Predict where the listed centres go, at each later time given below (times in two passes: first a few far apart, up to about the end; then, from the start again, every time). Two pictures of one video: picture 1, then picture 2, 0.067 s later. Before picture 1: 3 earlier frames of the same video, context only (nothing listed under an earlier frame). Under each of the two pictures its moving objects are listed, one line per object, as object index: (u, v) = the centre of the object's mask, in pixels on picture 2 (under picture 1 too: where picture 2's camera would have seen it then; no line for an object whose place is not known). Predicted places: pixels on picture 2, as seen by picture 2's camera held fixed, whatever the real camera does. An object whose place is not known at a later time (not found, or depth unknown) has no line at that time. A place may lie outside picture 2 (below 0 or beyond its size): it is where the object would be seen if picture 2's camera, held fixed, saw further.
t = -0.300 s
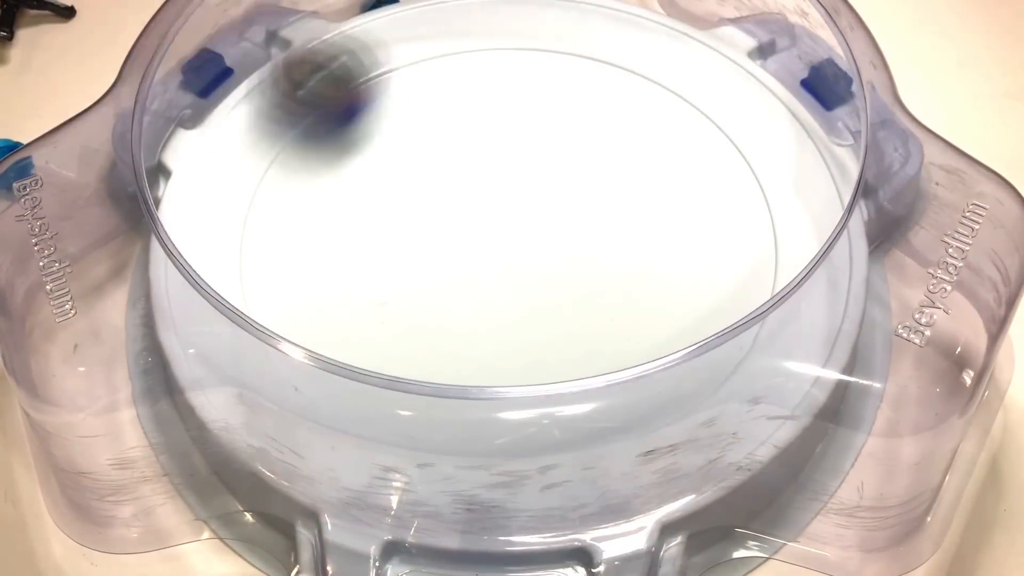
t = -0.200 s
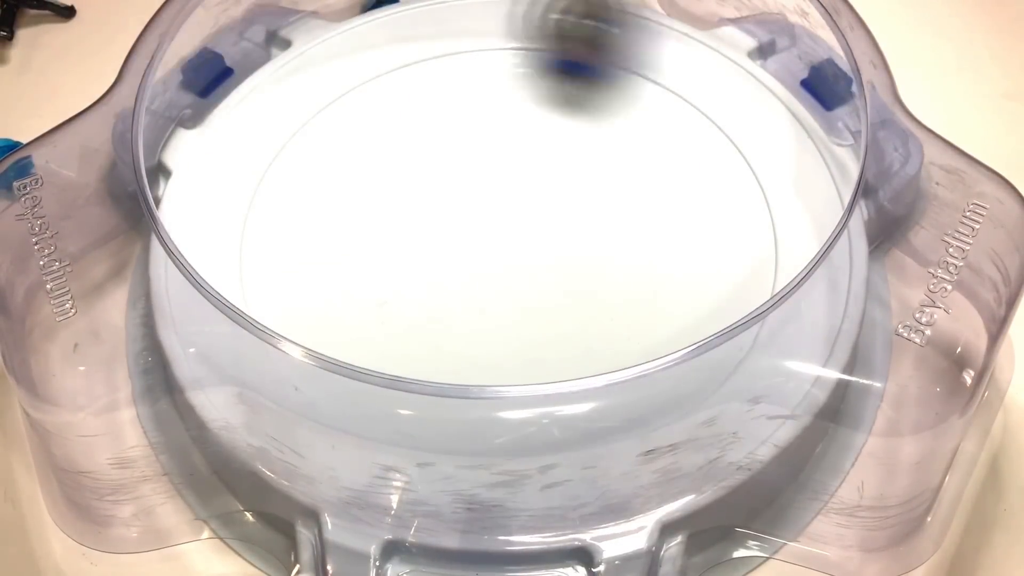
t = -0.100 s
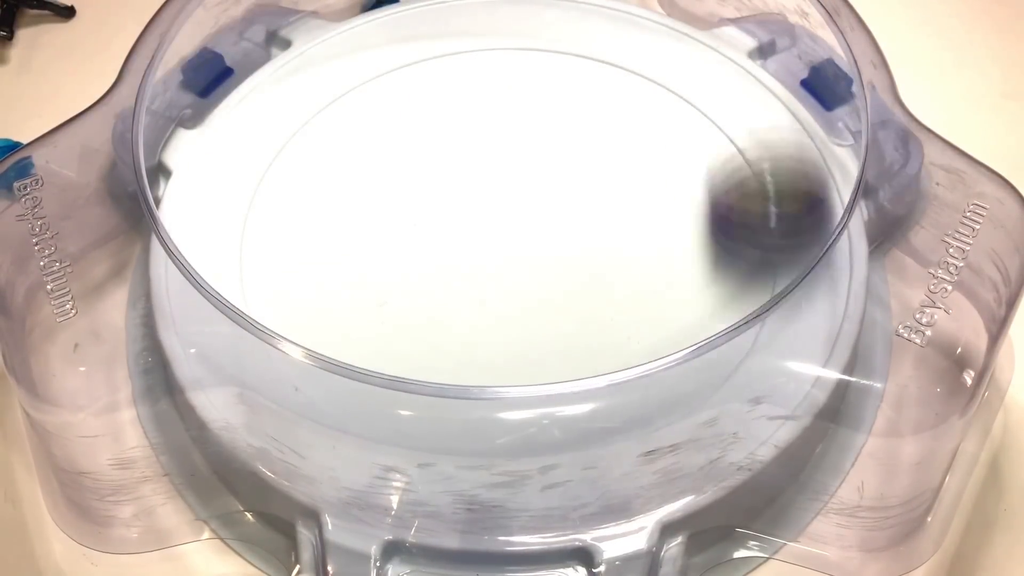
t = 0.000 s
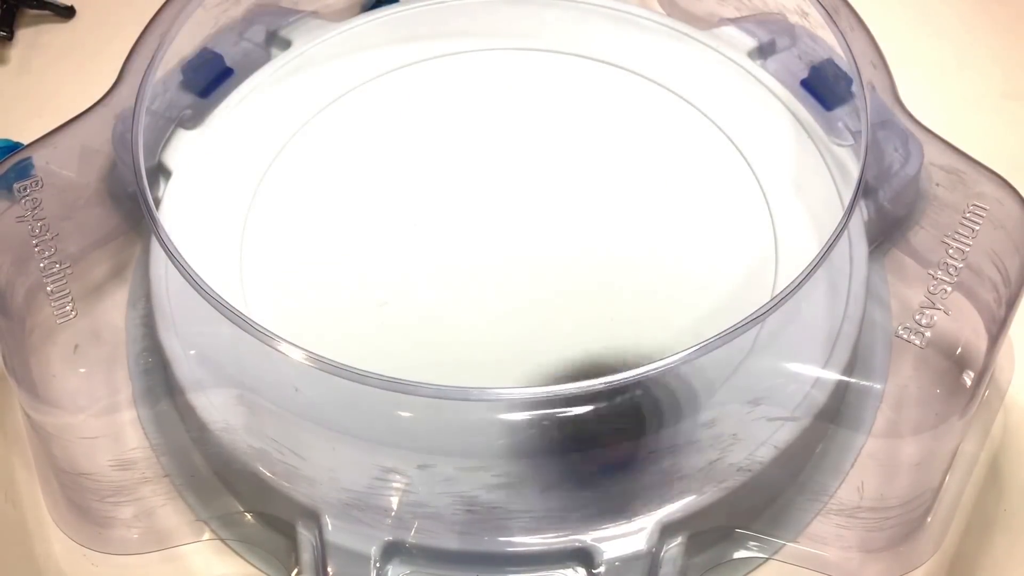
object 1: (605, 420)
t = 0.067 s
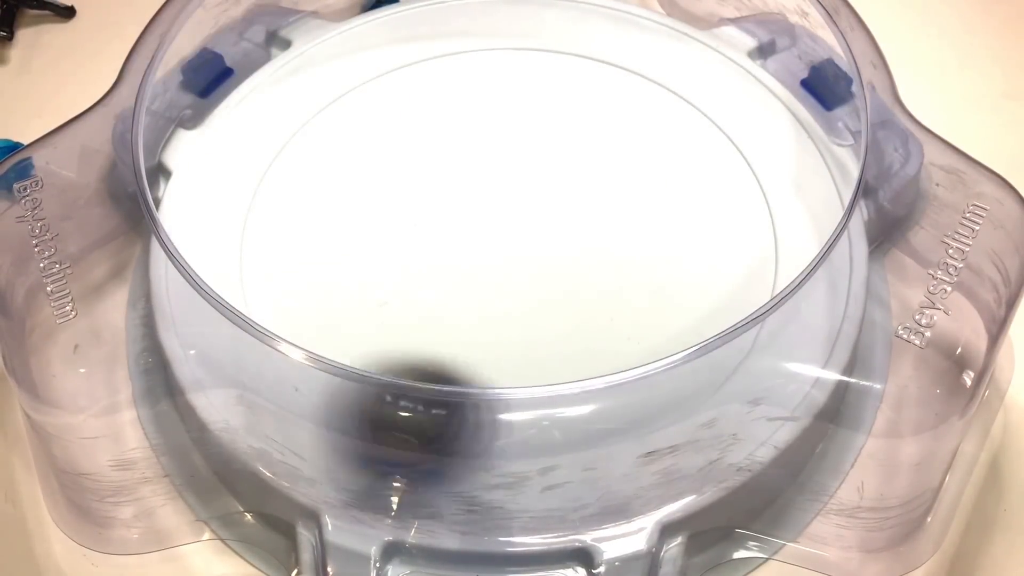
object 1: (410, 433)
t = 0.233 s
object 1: (251, 175)
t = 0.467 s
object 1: (684, 70)
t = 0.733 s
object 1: (413, 417)
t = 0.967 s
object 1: (301, 162)
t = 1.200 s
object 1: (589, 69)
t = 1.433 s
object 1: (765, 240)
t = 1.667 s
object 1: (488, 421)
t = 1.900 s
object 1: (298, 209)
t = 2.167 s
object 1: (484, 36)
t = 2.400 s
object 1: (713, 146)
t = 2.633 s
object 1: (602, 357)
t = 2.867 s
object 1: (329, 319)
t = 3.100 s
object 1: (335, 151)
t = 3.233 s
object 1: (467, 109)
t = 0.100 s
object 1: (338, 386)
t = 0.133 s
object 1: (287, 340)
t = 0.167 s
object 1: (264, 284)
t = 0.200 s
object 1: (242, 237)
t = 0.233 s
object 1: (251, 175)
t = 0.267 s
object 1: (277, 130)
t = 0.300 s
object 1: (321, 85)
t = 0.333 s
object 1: (384, 48)
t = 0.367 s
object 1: (453, 31)
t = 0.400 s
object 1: (532, 29)
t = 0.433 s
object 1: (605, 37)
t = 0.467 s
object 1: (684, 70)
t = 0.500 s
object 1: (738, 124)
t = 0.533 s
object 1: (770, 194)
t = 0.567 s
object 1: (766, 265)
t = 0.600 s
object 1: (731, 341)
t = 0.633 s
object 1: (657, 397)
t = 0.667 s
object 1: (570, 435)
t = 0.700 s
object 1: (486, 432)
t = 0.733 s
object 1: (413, 417)
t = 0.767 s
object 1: (353, 397)
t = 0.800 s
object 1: (308, 360)
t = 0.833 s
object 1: (280, 318)
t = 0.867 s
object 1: (266, 269)
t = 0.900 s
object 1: (264, 231)
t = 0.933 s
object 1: (276, 195)
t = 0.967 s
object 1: (301, 162)
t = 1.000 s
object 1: (335, 135)
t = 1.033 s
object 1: (374, 112)
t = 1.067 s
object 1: (414, 94)
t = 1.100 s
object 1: (457, 81)
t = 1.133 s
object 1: (502, 72)
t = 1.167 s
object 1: (546, 68)
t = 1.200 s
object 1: (589, 69)
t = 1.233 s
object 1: (629, 74)
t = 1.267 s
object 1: (670, 83)
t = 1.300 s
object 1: (706, 97)
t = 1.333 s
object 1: (736, 121)
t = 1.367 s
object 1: (755, 160)
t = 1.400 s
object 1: (768, 197)
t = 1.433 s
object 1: (765, 240)
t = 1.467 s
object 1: (756, 281)
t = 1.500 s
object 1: (740, 325)
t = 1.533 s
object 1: (709, 356)
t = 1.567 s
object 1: (668, 387)
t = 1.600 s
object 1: (615, 409)
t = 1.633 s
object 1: (550, 424)
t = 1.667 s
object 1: (488, 421)
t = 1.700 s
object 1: (436, 404)
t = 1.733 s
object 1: (392, 383)
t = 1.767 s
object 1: (356, 346)
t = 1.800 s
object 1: (329, 312)
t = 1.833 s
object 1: (308, 283)
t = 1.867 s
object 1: (299, 246)
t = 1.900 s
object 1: (298, 209)
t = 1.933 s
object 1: (303, 175)
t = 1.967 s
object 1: (315, 143)
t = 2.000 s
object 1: (334, 113)
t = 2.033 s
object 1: (357, 85)
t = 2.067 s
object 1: (382, 63)
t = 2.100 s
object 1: (410, 45)
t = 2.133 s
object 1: (444, 35)
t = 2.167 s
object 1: (484, 36)
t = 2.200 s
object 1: (524, 37)
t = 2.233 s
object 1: (564, 39)
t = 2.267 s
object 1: (605, 48)
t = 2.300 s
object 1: (645, 66)
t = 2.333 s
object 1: (675, 88)
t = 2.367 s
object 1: (699, 116)
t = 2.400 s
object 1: (713, 146)
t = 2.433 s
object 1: (719, 181)
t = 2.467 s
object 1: (716, 214)
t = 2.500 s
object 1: (707, 249)
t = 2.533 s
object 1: (690, 283)
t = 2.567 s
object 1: (665, 308)
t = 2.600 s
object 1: (634, 328)
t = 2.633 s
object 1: (602, 357)
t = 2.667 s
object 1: (562, 374)
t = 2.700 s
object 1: (524, 382)
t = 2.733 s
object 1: (478, 384)
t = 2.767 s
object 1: (434, 382)
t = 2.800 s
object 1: (391, 372)
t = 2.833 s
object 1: (353, 352)
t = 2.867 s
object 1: (329, 319)
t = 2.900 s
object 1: (302, 298)
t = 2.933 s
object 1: (285, 273)
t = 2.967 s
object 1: (281, 245)
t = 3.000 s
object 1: (283, 218)
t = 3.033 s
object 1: (294, 193)
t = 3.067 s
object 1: (312, 171)
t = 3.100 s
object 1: (335, 151)
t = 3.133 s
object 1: (365, 133)
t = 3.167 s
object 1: (398, 120)
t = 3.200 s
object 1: (433, 112)
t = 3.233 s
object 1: (467, 109)
